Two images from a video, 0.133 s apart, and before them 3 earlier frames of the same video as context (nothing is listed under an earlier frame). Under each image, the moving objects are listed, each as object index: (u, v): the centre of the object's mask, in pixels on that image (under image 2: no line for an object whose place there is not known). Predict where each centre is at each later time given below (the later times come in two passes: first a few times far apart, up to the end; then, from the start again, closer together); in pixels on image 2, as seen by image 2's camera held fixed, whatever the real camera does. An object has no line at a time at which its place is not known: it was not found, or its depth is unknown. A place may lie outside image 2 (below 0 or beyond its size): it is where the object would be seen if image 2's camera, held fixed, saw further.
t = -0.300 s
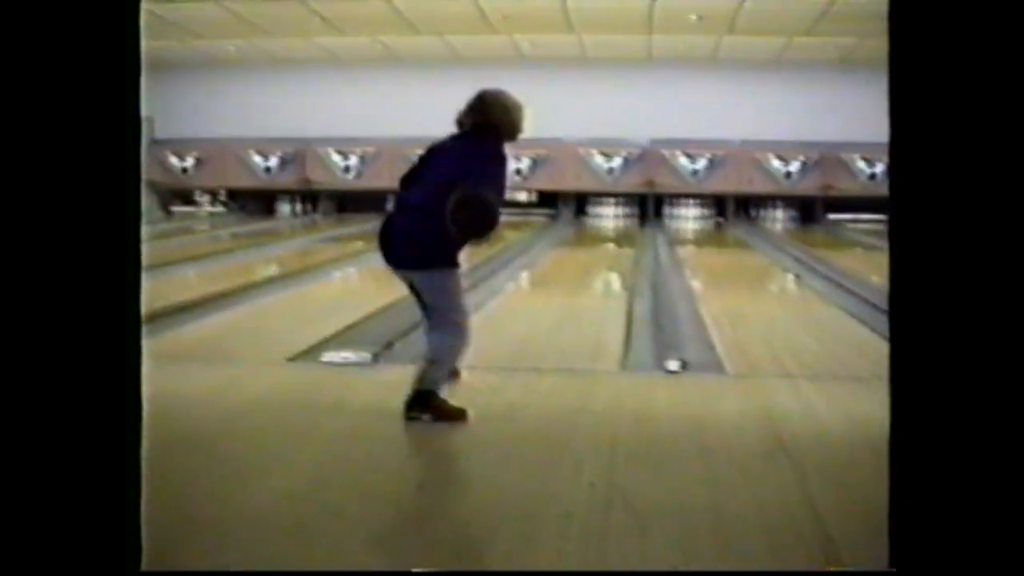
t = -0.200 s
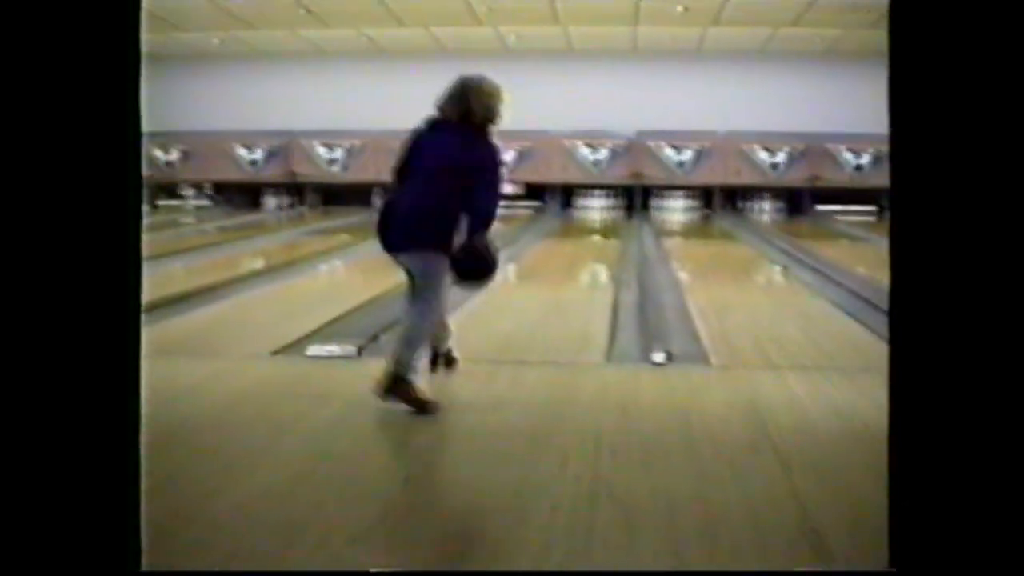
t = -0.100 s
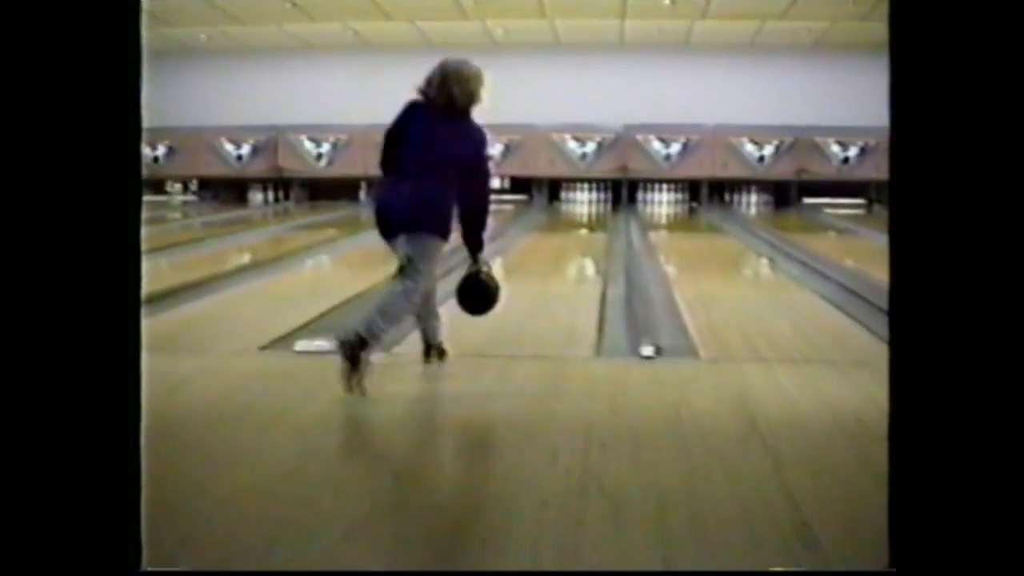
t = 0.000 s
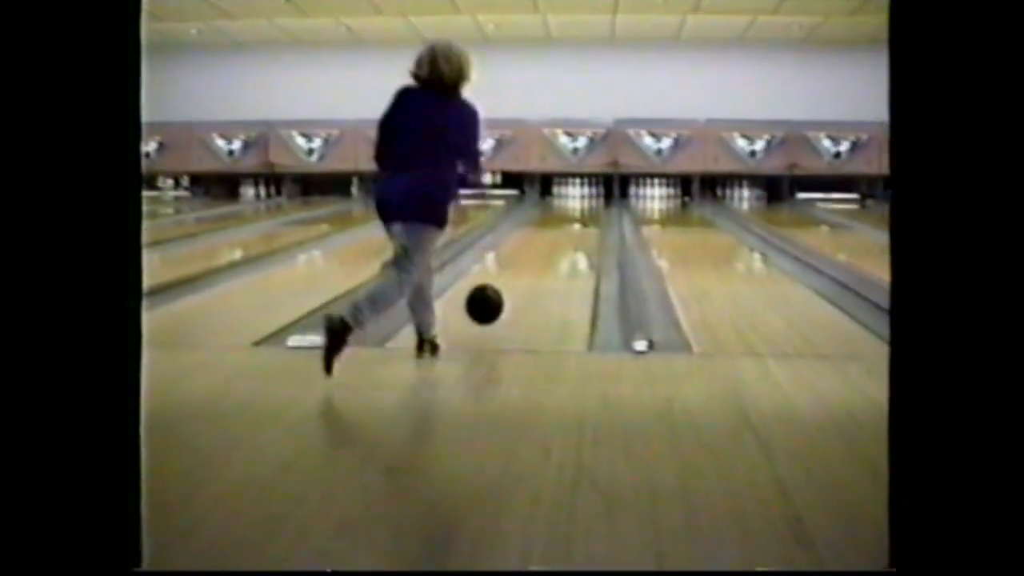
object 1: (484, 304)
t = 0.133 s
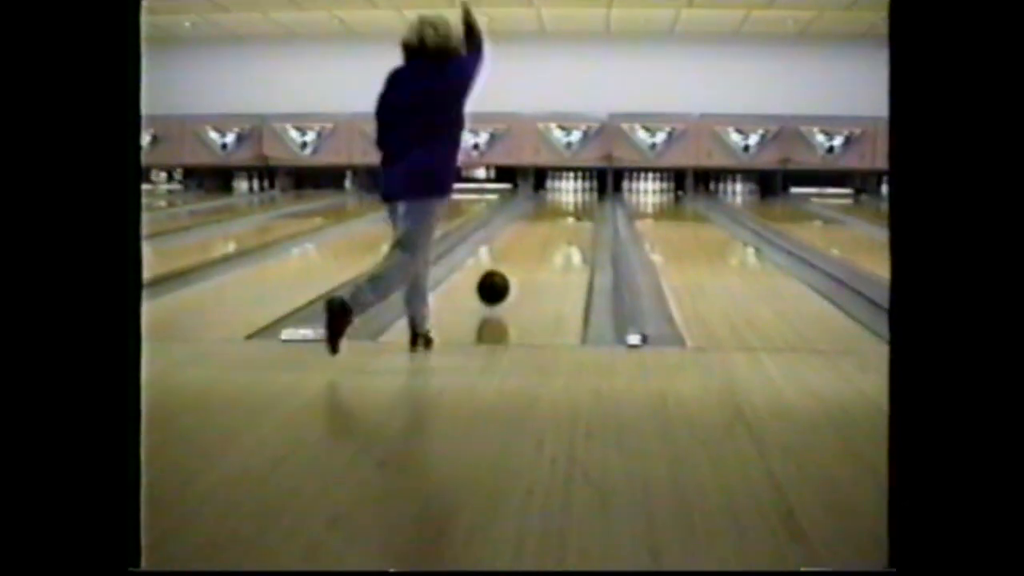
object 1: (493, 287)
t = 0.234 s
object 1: (501, 279)
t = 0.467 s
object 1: (516, 256)
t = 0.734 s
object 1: (529, 238)
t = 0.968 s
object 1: (537, 226)
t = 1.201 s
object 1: (543, 216)
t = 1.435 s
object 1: (547, 209)
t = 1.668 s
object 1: (548, 204)
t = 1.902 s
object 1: (550, 199)
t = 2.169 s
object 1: (553, 196)
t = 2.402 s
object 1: (554, 193)
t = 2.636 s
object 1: (555, 191)
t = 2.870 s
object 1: (556, 188)
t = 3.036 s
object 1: (554, 182)
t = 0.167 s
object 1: (495, 284)
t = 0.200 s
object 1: (500, 283)
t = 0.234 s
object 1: (501, 279)
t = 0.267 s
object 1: (504, 276)
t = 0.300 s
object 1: (507, 272)
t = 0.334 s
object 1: (509, 269)
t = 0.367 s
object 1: (511, 265)
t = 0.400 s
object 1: (512, 262)
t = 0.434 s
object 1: (515, 259)
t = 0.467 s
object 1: (516, 256)
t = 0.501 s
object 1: (518, 254)
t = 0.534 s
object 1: (520, 251)
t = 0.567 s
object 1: (523, 249)
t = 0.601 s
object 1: (524, 246)
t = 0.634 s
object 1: (525, 244)
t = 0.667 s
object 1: (527, 242)
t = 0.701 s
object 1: (528, 240)
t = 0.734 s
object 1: (529, 238)
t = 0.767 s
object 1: (531, 237)
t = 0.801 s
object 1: (531, 234)
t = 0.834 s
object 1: (533, 233)
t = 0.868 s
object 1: (534, 231)
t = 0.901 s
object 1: (535, 229)
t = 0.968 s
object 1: (537, 226)
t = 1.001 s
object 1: (538, 225)
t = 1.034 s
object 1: (539, 223)
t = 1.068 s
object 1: (539, 222)
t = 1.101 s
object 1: (541, 221)
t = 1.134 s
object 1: (541, 219)
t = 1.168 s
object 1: (542, 219)
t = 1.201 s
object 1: (543, 216)
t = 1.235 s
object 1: (544, 215)
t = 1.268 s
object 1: (544, 215)
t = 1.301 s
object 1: (544, 214)
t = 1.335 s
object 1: (545, 213)
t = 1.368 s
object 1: (546, 212)
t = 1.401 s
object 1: (546, 211)
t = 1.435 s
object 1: (547, 209)
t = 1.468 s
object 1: (547, 209)
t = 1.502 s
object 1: (548, 208)
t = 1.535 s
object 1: (548, 206)
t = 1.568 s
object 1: (548, 206)
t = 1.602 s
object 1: (548, 205)
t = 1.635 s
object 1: (548, 205)
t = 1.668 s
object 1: (548, 204)
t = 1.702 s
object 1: (549, 204)
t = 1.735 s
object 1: (550, 203)
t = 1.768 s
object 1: (550, 202)
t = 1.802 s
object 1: (550, 201)
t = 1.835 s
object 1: (550, 201)
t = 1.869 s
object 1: (550, 199)
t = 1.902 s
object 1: (550, 199)
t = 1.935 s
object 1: (551, 199)
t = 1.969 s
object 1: (551, 199)
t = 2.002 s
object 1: (552, 199)
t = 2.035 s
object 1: (552, 198)
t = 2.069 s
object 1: (553, 197)
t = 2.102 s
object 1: (553, 197)
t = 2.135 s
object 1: (553, 196)
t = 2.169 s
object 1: (553, 196)
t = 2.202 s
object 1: (553, 195)
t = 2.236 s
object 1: (553, 195)
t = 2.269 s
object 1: (553, 195)
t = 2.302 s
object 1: (554, 194)
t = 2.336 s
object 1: (554, 194)
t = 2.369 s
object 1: (554, 193)
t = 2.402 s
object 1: (554, 193)
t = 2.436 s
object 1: (554, 192)
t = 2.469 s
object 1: (554, 191)
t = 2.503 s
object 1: (554, 191)
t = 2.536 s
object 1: (555, 190)
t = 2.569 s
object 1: (554, 191)
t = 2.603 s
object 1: (554, 190)
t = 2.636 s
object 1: (555, 191)
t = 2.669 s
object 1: (555, 190)
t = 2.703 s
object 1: (555, 189)
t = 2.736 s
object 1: (556, 189)
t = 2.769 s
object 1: (556, 189)
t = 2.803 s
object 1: (556, 189)
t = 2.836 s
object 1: (556, 189)
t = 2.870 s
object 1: (556, 188)
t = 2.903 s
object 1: (555, 188)
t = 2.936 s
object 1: (556, 188)
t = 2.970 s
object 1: (554, 187)
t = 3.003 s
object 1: (552, 186)
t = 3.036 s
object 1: (554, 182)
